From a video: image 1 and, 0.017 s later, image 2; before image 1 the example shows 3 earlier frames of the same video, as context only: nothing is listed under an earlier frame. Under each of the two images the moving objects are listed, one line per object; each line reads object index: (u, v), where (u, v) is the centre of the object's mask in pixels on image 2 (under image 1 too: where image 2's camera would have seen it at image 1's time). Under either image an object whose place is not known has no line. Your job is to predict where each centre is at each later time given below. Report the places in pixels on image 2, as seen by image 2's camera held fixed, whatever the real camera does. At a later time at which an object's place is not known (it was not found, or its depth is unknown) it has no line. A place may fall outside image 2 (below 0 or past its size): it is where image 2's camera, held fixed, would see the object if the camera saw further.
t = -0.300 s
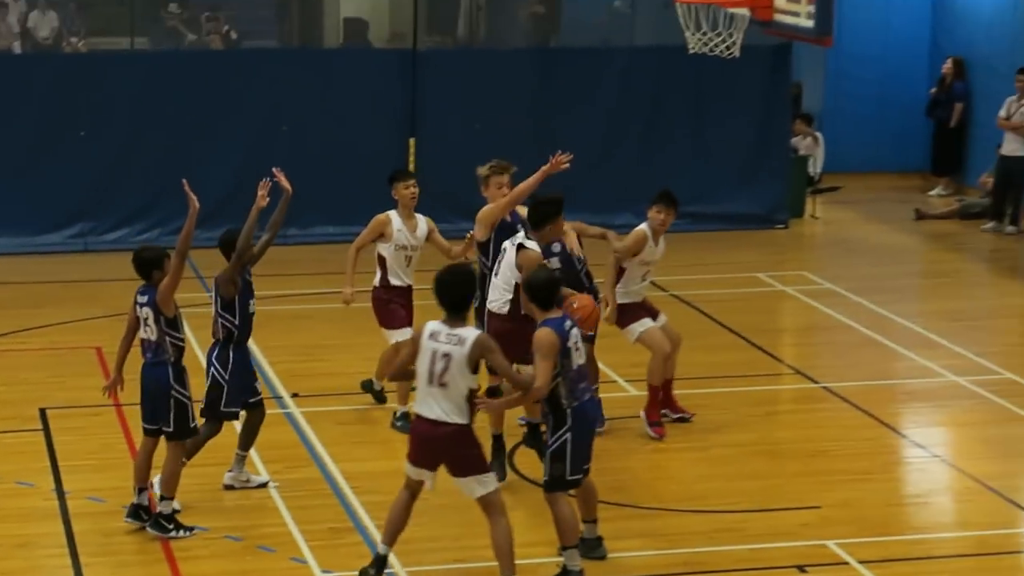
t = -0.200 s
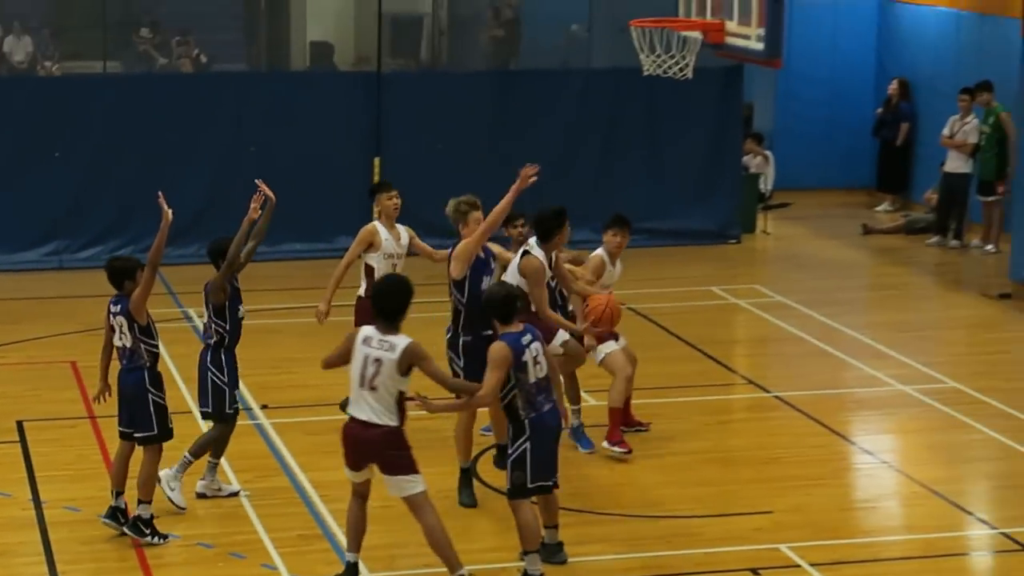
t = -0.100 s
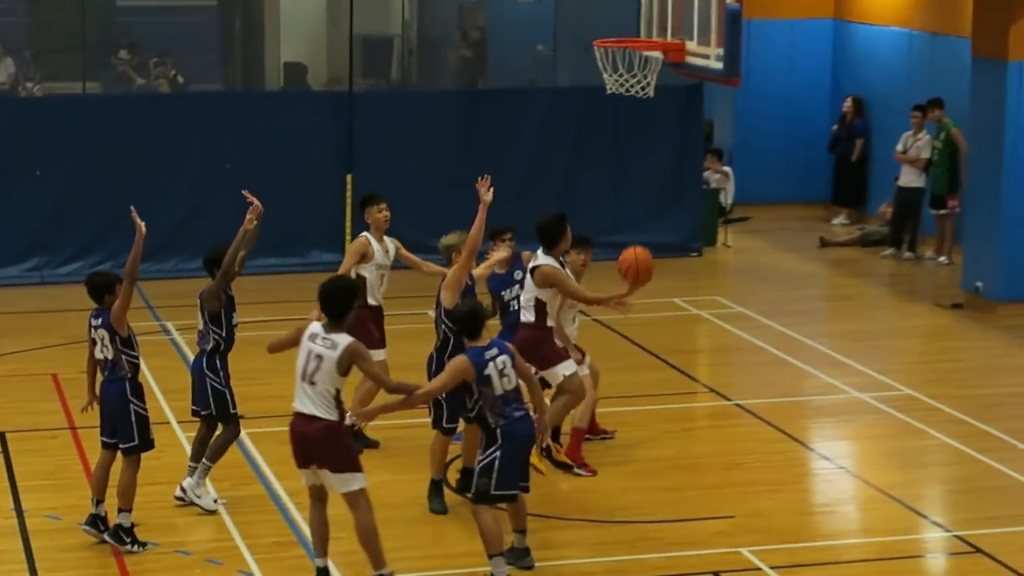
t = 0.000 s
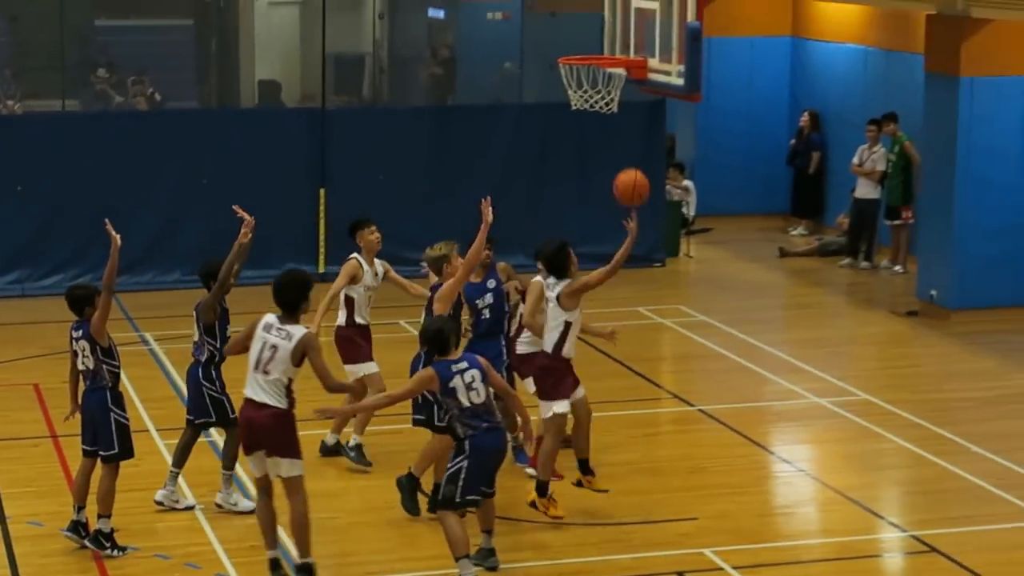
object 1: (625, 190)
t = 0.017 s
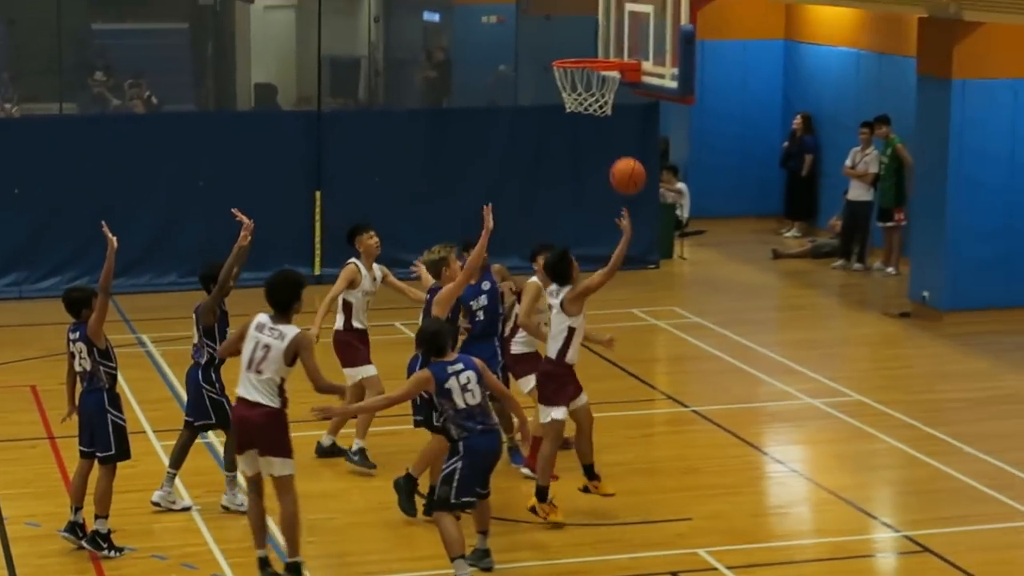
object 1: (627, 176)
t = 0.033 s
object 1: (630, 162)
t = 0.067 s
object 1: (634, 136)
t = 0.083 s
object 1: (637, 125)
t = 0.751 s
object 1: (540, 44)
